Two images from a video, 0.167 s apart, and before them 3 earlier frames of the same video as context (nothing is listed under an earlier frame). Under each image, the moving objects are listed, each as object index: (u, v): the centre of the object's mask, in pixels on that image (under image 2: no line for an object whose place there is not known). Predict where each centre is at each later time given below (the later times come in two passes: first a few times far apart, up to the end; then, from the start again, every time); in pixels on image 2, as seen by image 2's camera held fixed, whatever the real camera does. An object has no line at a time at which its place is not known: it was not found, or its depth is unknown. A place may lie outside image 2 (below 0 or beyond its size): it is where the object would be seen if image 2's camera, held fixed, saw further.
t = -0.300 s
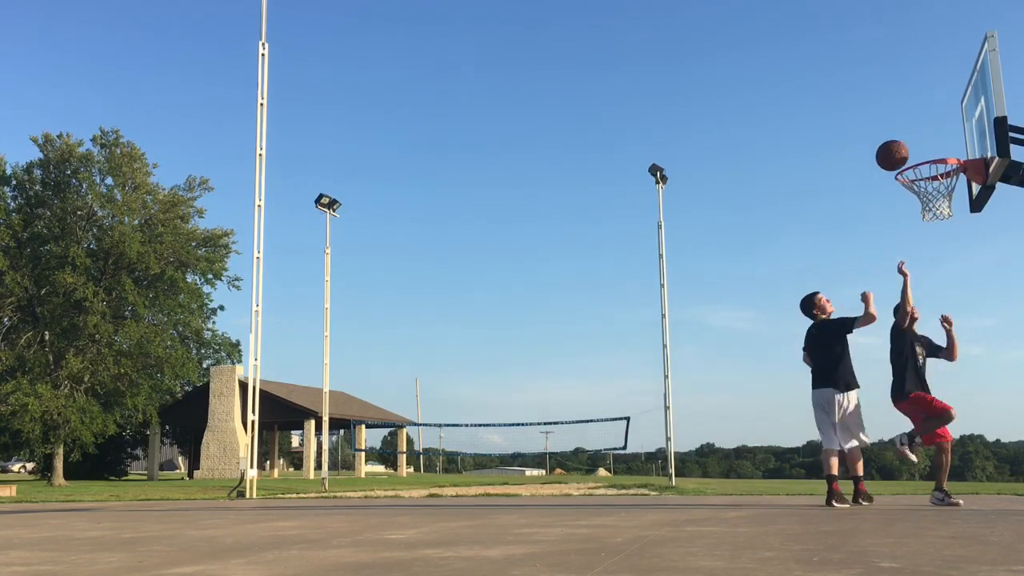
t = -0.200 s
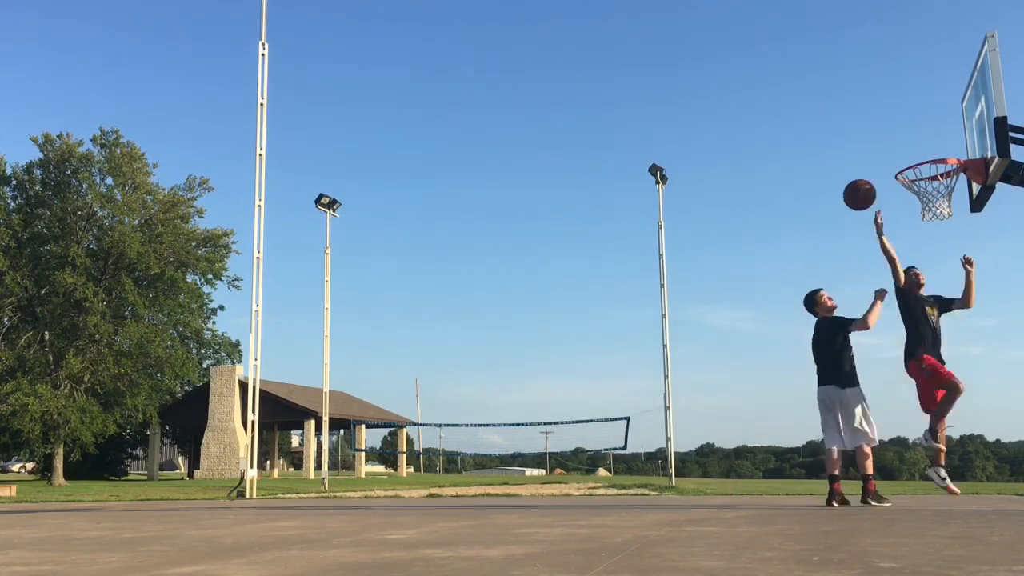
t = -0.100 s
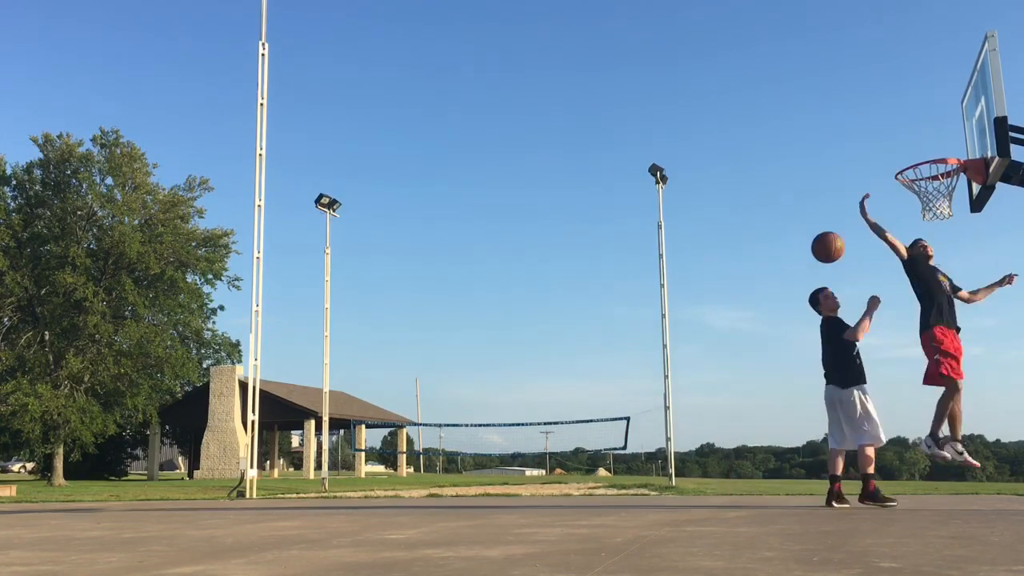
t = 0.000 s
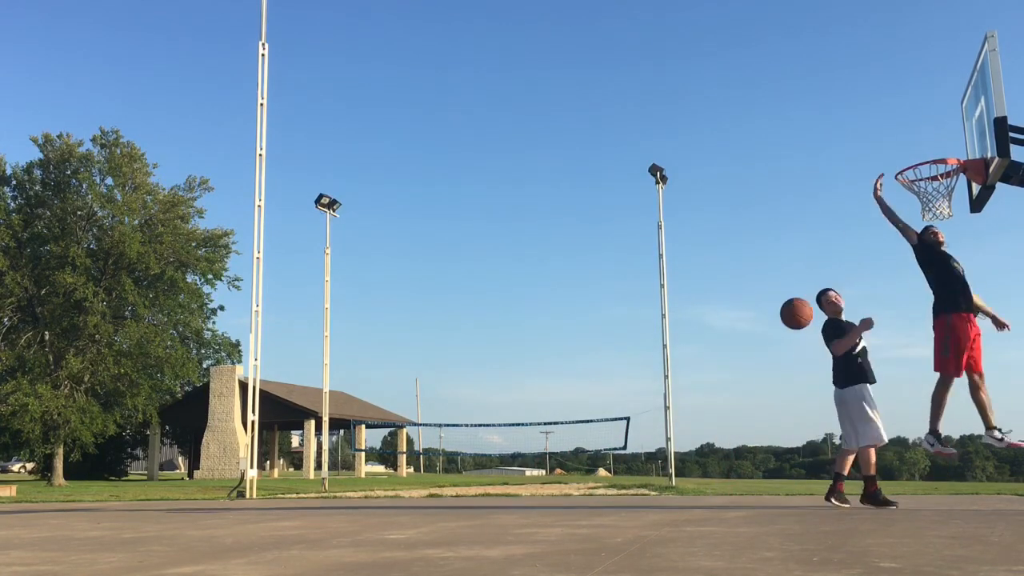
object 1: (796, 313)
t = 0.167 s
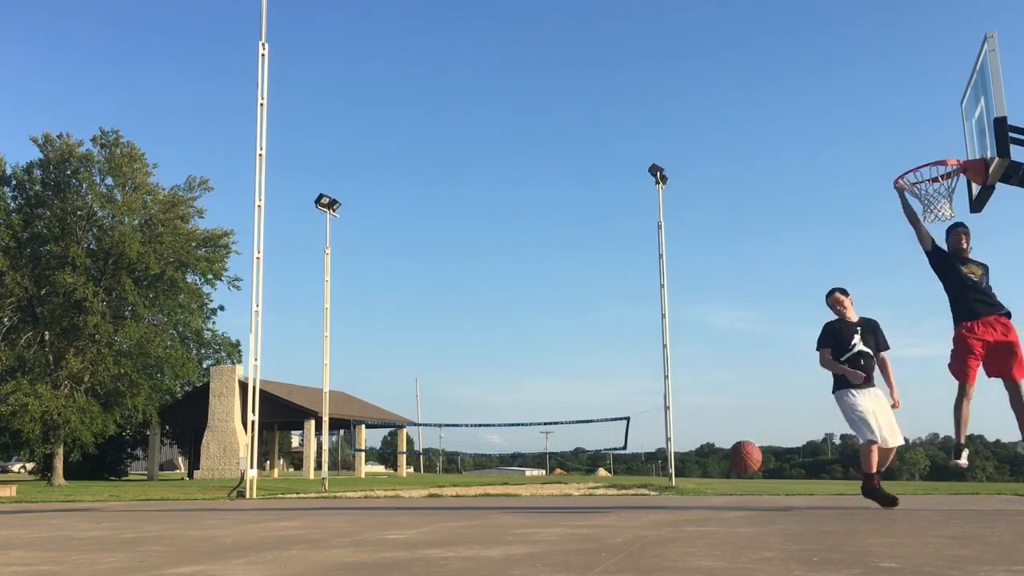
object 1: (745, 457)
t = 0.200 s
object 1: (734, 491)
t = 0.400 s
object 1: (678, 379)
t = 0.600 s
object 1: (627, 304)
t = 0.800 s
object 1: (578, 282)
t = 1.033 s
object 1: (524, 320)
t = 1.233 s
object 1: (477, 410)
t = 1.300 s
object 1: (462, 453)
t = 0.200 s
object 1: (734, 491)
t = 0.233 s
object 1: (725, 483)
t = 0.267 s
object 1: (717, 459)
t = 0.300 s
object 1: (706, 436)
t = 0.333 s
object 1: (696, 416)
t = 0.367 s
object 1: (687, 396)
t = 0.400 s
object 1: (678, 379)
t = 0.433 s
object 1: (669, 363)
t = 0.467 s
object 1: (661, 348)
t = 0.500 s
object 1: (652, 335)
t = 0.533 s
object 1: (643, 324)
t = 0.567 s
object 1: (635, 313)
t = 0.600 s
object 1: (627, 304)
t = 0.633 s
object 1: (619, 297)
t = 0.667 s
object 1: (610, 292)
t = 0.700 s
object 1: (602, 287)
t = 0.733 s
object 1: (594, 284)
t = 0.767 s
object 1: (586, 282)
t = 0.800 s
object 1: (578, 282)
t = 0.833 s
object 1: (570, 283)
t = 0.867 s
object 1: (562, 286)
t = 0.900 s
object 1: (554, 290)
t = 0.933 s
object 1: (547, 296)
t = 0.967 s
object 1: (539, 302)
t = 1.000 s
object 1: (531, 311)
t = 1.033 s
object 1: (524, 320)
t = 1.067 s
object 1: (516, 331)
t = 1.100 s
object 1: (508, 344)
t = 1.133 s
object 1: (501, 358)
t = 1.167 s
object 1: (493, 374)
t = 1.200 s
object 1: (485, 391)
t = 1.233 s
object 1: (477, 410)
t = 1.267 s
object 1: (470, 430)
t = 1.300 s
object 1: (462, 453)
